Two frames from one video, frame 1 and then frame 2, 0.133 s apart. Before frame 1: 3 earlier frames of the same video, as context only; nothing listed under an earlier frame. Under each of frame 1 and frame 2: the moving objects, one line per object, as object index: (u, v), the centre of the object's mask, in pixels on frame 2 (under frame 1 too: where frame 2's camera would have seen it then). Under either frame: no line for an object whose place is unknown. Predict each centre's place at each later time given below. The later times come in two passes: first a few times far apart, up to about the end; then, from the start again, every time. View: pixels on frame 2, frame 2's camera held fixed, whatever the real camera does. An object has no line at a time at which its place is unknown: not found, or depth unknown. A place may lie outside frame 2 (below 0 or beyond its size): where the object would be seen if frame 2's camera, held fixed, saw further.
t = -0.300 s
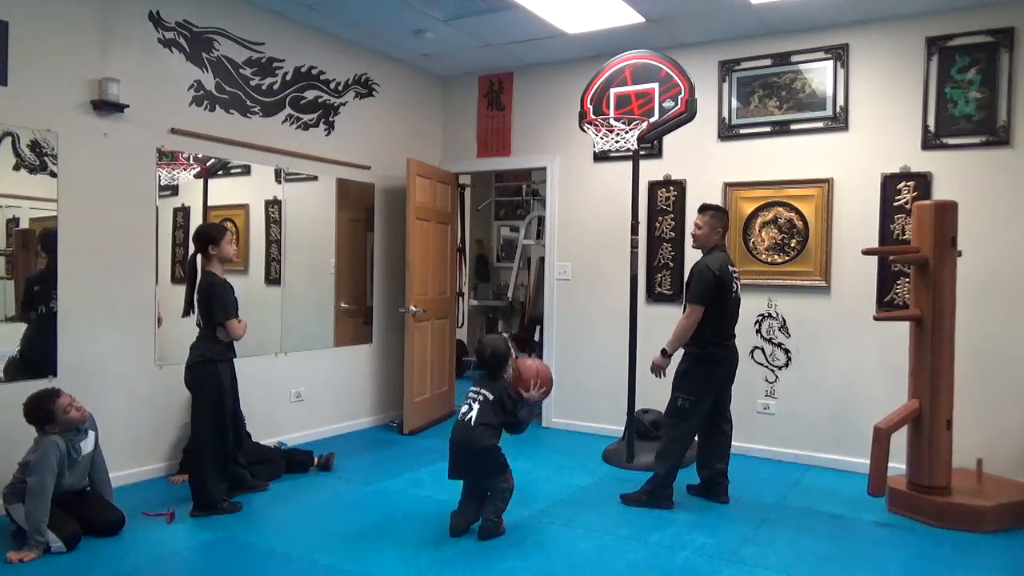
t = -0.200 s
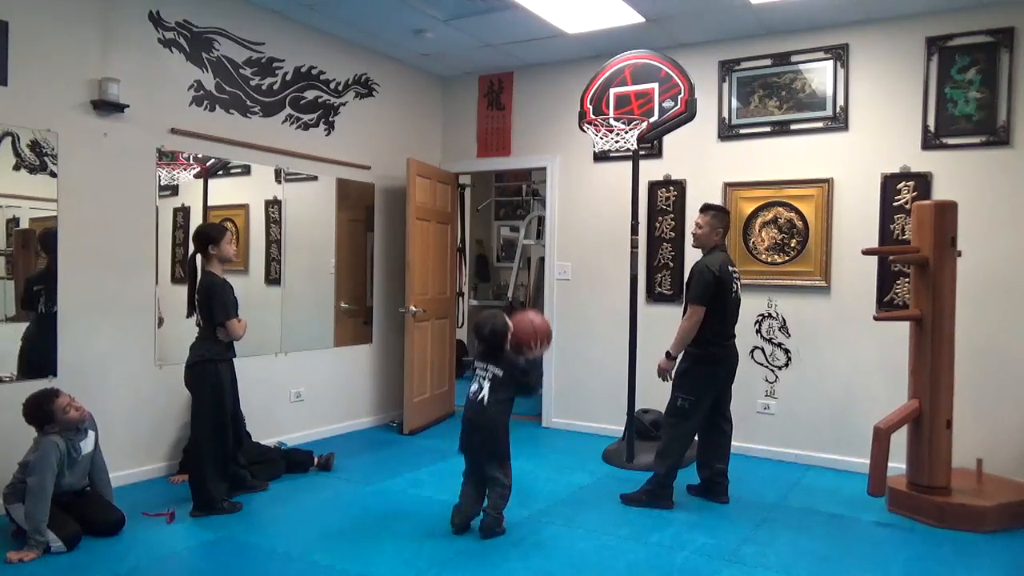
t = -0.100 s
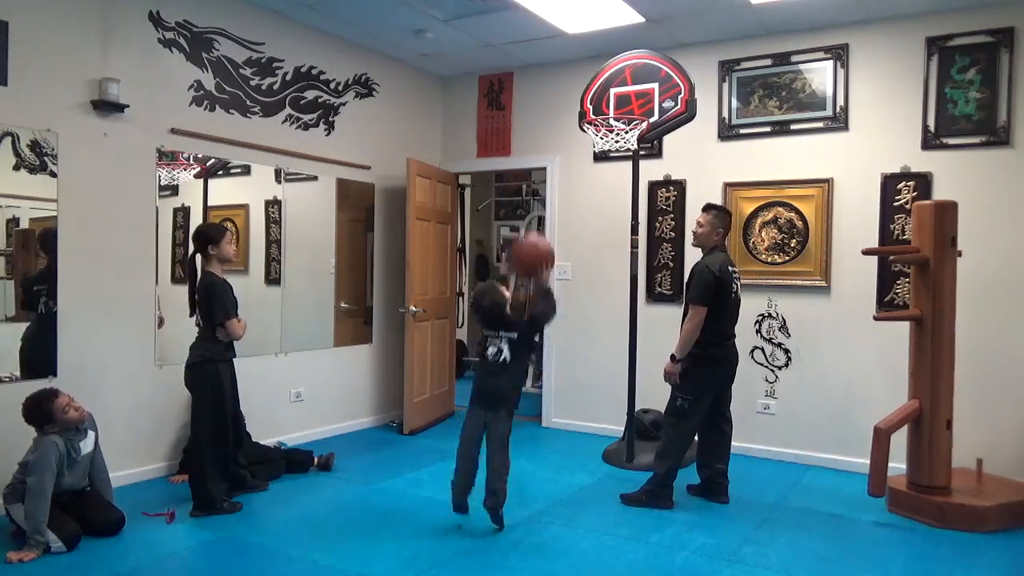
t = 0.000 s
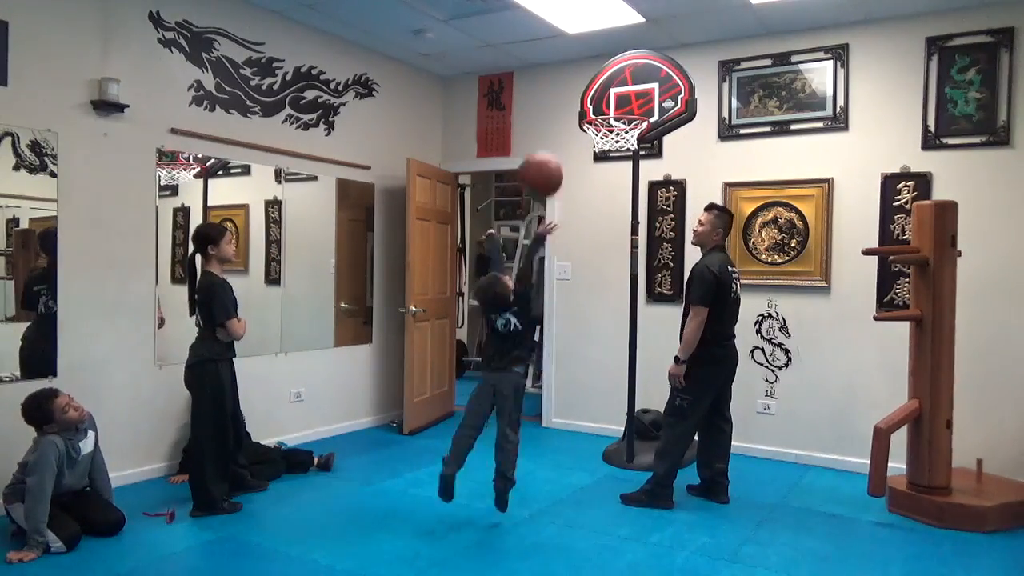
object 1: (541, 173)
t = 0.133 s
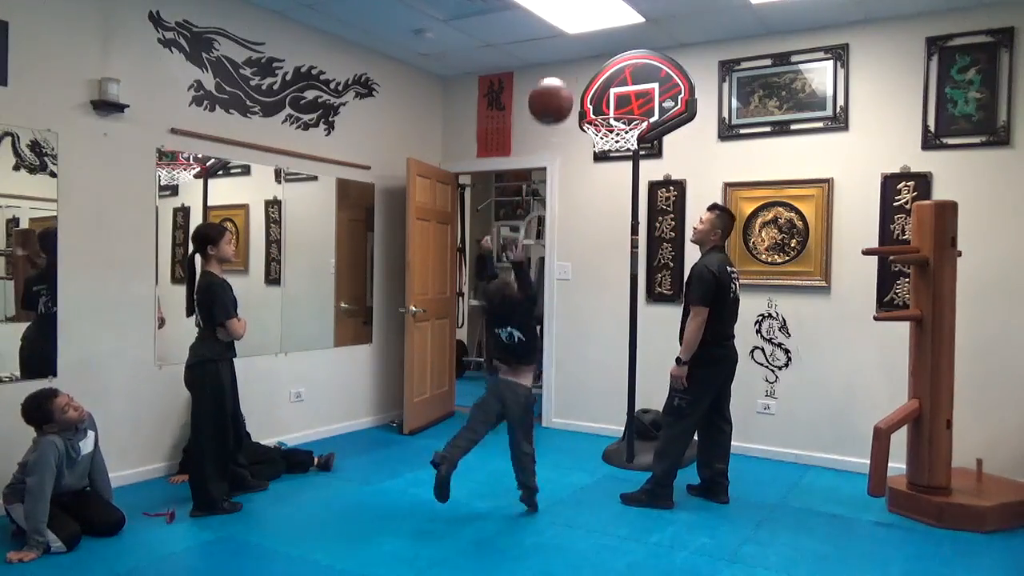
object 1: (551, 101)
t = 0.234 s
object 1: (557, 70)
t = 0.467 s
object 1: (570, 66)
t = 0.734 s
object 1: (559, 109)
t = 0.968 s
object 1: (527, 171)
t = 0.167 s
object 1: (553, 89)
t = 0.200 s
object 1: (555, 78)
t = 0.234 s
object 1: (557, 70)
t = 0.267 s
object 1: (559, 64)
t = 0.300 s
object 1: (561, 59)
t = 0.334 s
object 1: (563, 57)
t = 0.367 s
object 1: (565, 56)
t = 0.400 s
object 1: (567, 58)
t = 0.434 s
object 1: (569, 61)
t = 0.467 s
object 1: (570, 66)
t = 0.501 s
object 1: (571, 73)
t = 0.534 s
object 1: (572, 81)
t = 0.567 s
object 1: (574, 91)
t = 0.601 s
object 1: (576, 103)
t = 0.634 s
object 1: (573, 107)
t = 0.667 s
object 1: (568, 106)
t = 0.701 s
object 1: (565, 107)
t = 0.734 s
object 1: (559, 109)
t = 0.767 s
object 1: (555, 113)
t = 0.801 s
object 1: (550, 118)
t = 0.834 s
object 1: (546, 126)
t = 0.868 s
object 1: (541, 135)
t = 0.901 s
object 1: (536, 145)
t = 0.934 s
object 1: (532, 157)
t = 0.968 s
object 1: (527, 171)
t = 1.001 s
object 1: (525, 185)
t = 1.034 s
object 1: (520, 201)
